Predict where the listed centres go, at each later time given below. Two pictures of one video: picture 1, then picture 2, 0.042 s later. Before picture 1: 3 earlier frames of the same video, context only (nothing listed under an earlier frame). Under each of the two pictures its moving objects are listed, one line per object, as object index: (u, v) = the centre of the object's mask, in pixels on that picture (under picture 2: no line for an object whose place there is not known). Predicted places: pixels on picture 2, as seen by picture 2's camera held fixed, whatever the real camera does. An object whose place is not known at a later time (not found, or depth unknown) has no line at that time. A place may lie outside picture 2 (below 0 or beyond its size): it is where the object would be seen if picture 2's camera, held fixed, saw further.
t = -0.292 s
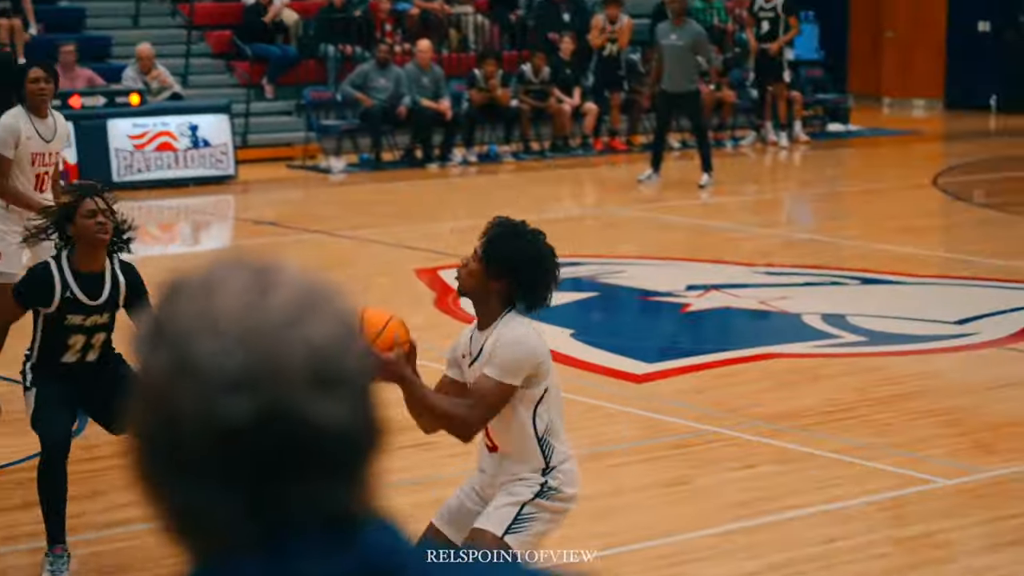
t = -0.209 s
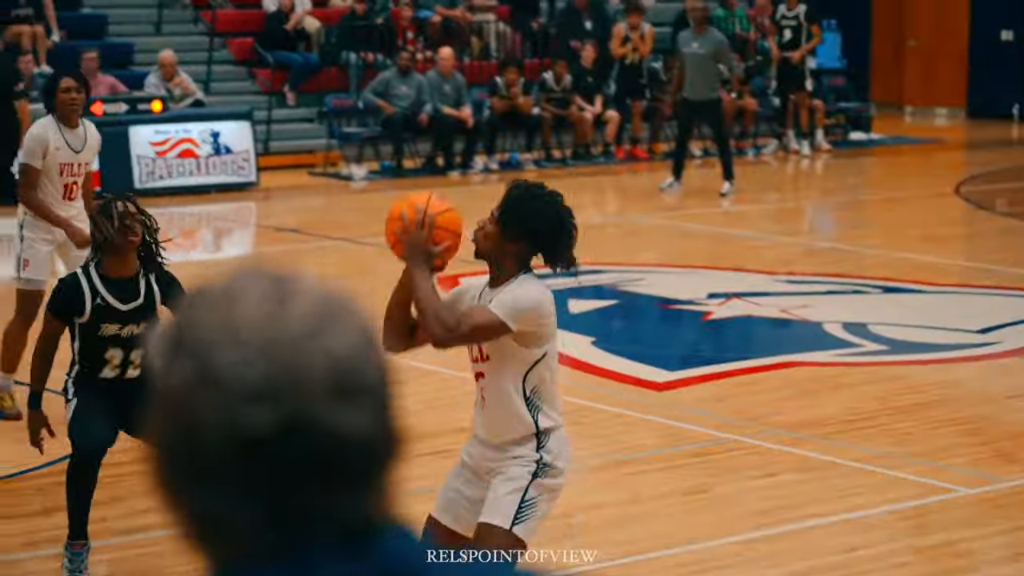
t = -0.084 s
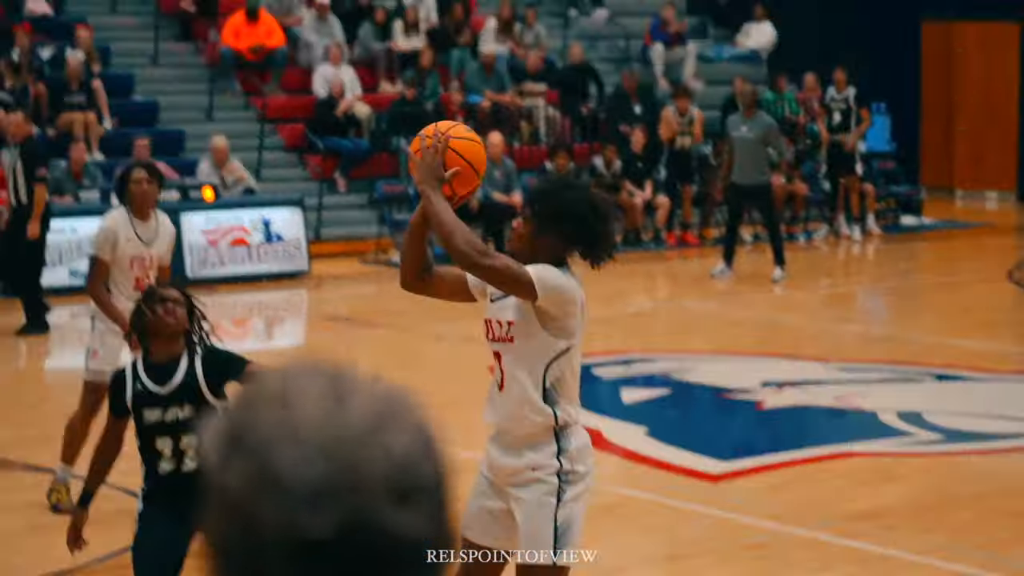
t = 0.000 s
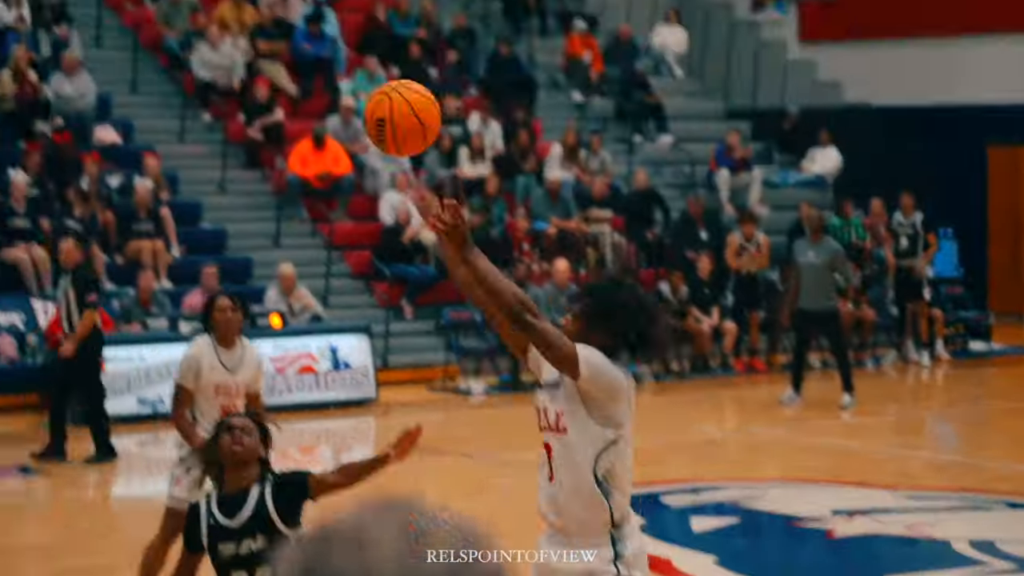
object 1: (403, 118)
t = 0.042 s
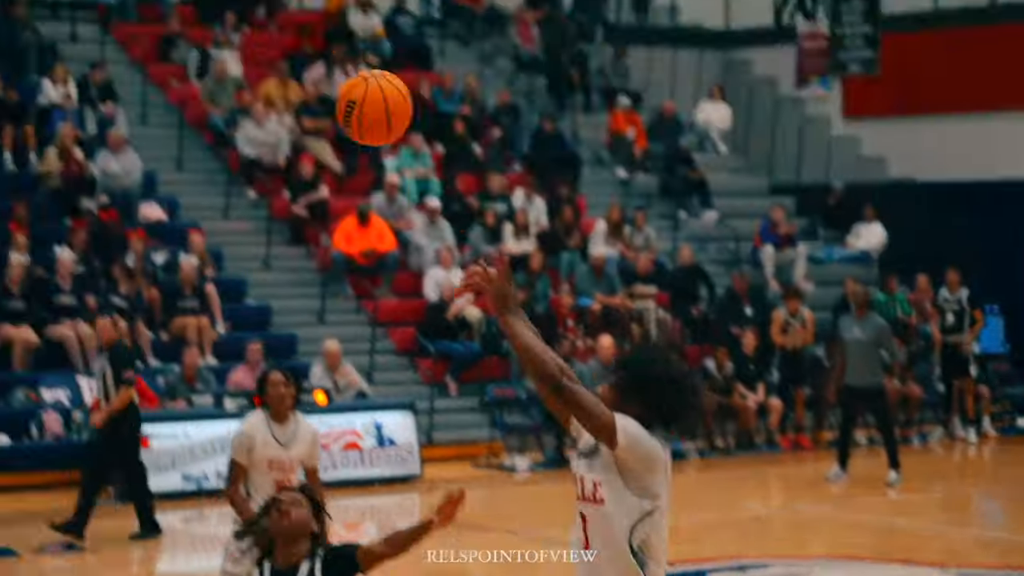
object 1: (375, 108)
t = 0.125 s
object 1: (226, -49)
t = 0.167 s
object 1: (160, -114)
